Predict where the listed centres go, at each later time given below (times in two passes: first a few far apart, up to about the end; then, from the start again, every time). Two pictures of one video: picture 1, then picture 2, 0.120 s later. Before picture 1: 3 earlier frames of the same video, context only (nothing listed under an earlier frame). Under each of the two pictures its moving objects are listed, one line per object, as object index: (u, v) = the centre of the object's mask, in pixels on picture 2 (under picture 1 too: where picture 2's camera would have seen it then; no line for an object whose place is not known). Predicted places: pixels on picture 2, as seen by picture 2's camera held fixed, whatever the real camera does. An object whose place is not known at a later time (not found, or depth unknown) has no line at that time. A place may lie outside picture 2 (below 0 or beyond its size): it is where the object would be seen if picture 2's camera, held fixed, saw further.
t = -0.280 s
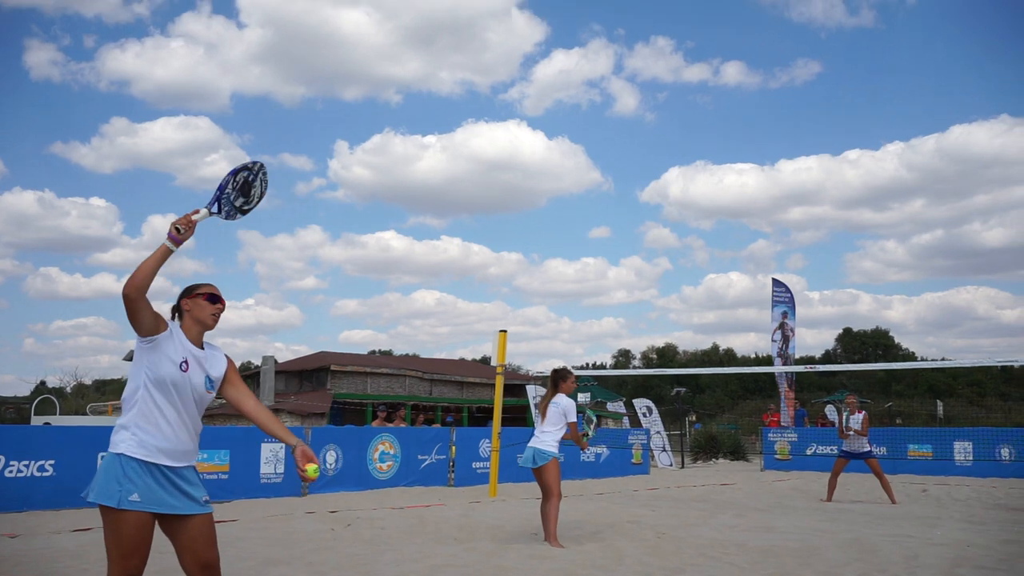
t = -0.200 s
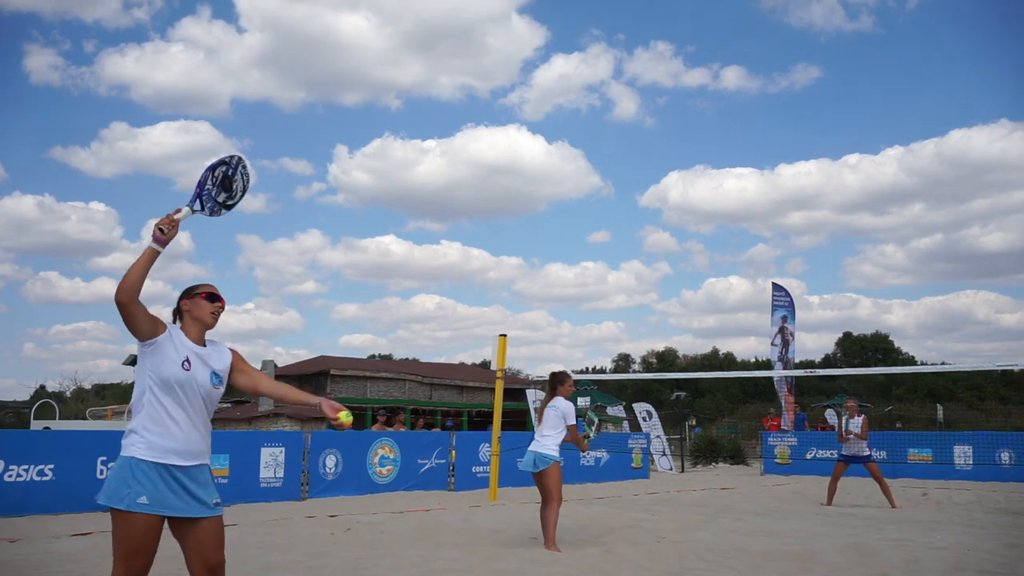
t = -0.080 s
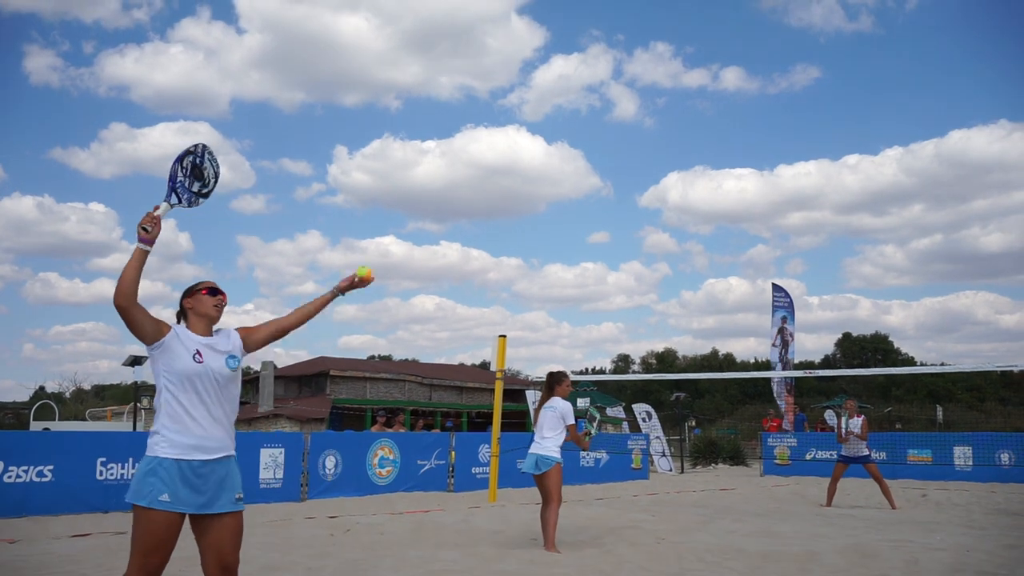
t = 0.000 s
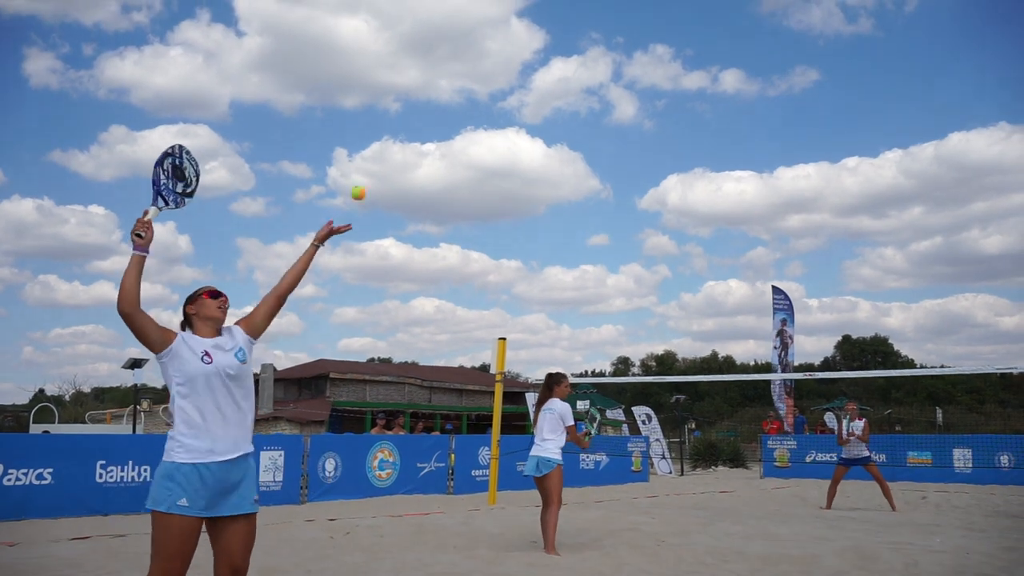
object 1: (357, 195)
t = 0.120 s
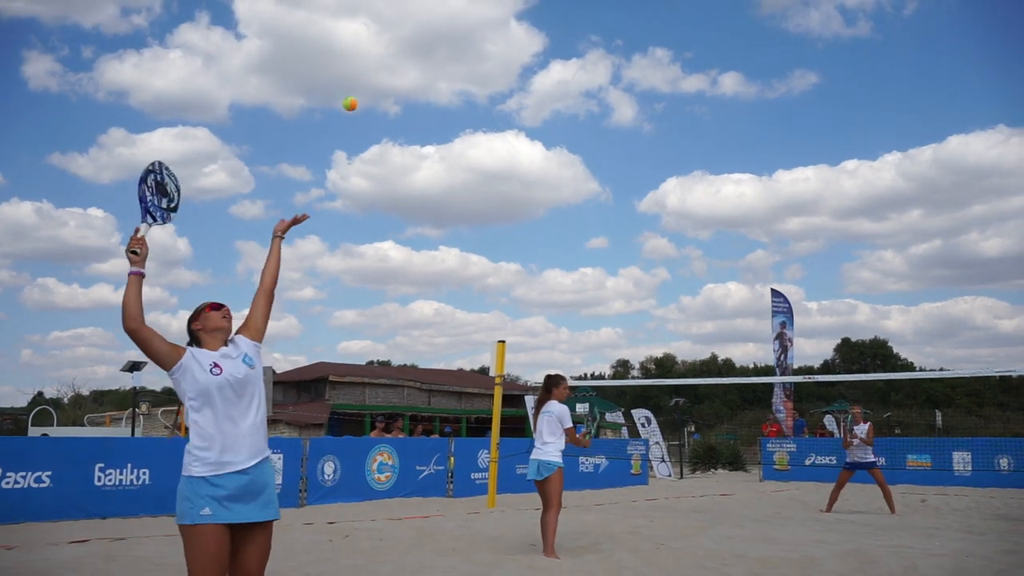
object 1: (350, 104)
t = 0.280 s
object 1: (340, 33)
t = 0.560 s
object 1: (321, 42)
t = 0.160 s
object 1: (347, 81)
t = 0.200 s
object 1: (345, 62)
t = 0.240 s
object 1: (342, 46)
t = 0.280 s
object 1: (340, 33)
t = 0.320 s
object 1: (337, 26)
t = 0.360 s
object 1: (334, 21)
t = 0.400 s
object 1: (331, 18)
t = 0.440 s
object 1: (329, 20)
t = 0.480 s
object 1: (326, 24)
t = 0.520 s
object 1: (323, 31)
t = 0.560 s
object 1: (321, 42)
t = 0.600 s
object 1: (318, 56)
